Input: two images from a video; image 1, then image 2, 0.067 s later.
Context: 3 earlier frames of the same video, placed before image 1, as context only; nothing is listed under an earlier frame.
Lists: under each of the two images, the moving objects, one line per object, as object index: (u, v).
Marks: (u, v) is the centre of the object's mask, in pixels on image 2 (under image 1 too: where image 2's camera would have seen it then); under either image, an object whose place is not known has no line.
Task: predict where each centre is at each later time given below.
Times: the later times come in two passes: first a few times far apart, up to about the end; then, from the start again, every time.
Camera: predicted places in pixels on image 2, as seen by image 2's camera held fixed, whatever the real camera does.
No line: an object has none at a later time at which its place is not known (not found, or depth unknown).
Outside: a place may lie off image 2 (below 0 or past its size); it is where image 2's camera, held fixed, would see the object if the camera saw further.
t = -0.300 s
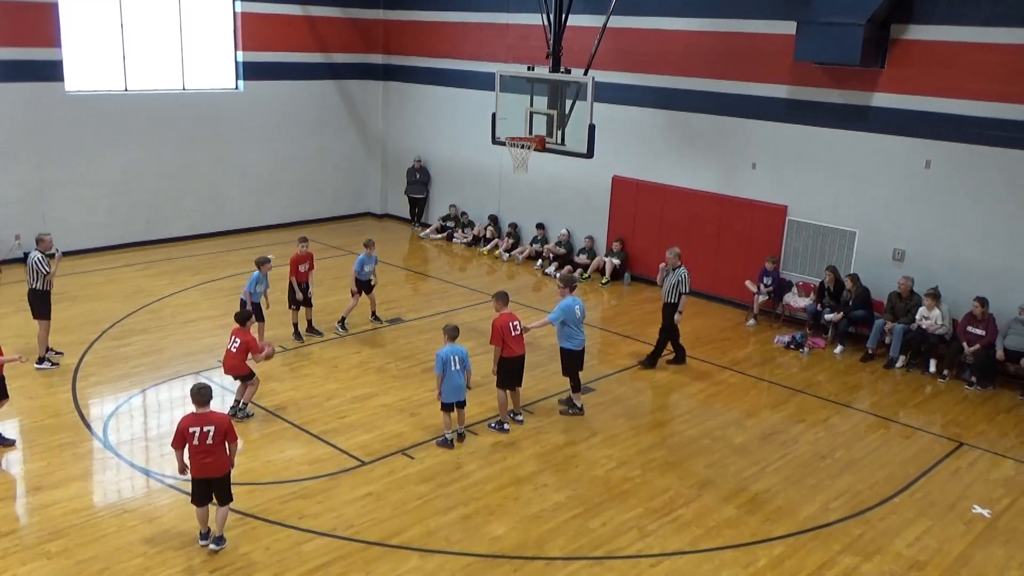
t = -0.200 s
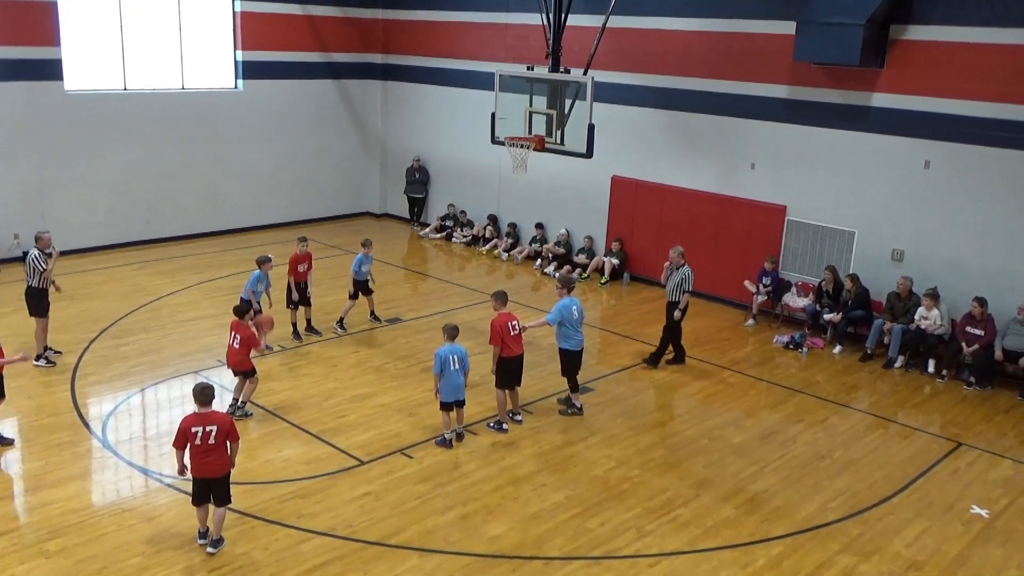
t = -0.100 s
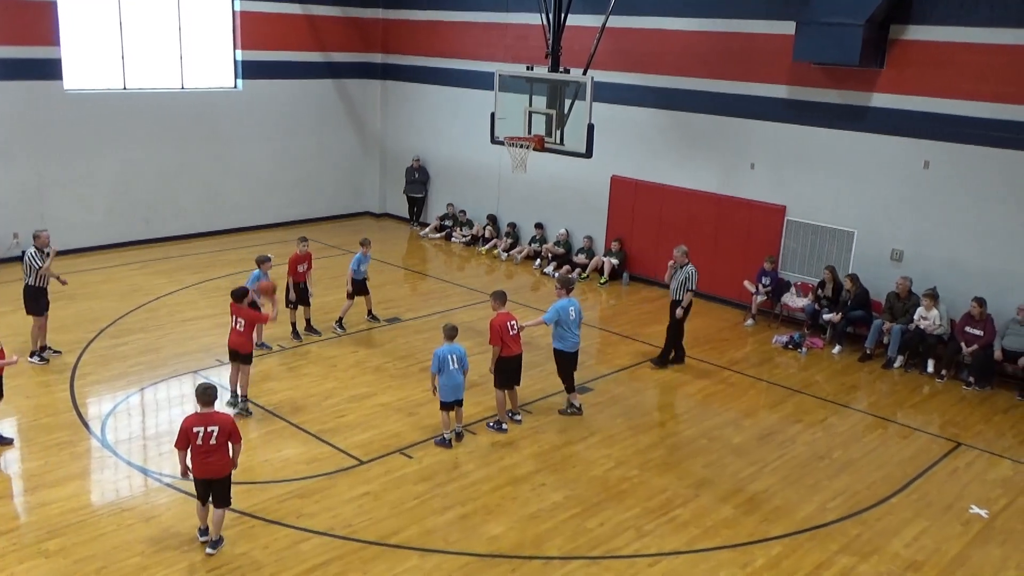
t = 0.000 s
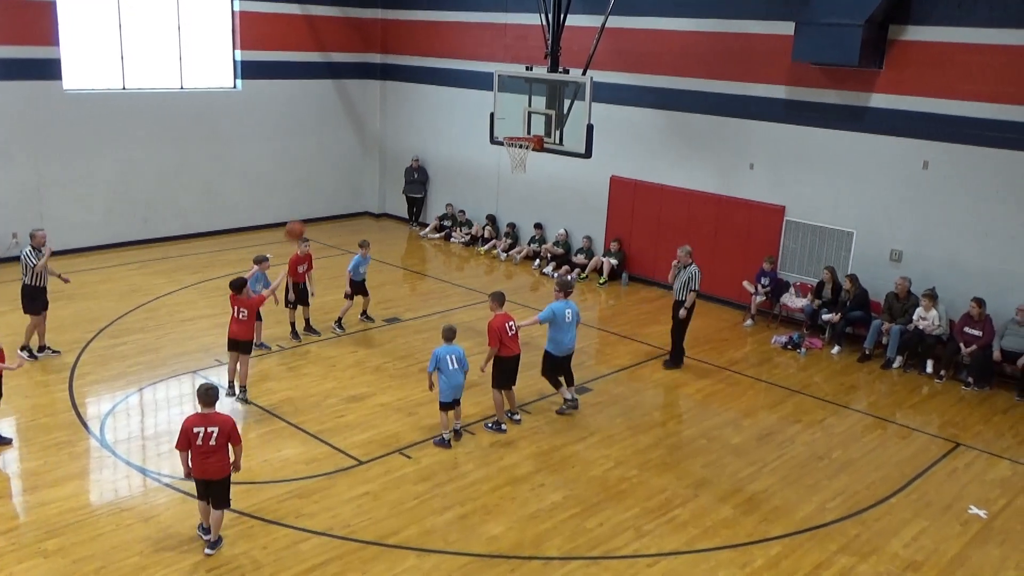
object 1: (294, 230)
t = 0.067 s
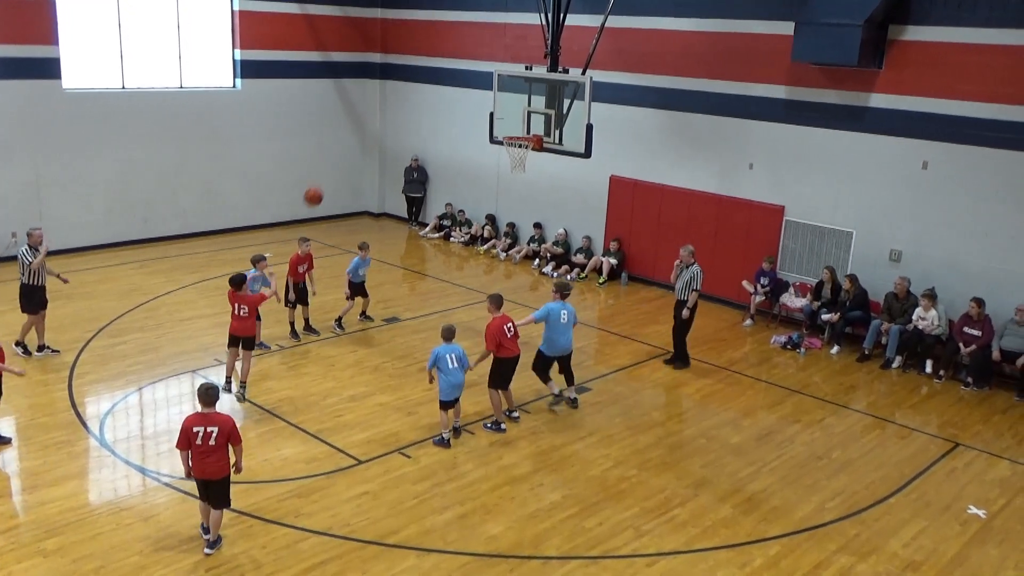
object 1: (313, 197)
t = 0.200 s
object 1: (351, 140)
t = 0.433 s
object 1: (412, 82)
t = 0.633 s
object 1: (458, 68)
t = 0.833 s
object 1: (501, 85)
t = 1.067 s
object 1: (528, 130)
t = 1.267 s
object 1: (497, 117)
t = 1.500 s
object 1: (467, 113)
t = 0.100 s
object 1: (323, 181)
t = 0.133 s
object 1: (333, 166)
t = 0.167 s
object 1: (342, 153)
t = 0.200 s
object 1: (351, 140)
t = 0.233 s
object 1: (360, 130)
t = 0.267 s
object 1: (369, 119)
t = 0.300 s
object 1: (378, 110)
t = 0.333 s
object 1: (386, 102)
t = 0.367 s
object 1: (395, 94)
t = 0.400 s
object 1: (404, 87)
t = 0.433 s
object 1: (412, 82)
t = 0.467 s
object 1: (420, 77)
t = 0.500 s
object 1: (428, 74)
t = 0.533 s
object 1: (436, 72)
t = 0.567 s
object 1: (443, 70)
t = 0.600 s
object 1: (451, 68)
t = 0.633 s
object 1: (458, 68)
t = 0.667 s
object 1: (466, 69)
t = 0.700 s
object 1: (473, 71)
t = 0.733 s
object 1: (480, 73)
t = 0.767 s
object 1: (487, 76)
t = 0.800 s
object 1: (494, 81)
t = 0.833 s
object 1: (501, 85)
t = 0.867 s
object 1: (508, 91)
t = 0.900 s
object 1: (513, 97)
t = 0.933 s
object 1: (519, 104)
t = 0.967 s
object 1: (525, 111)
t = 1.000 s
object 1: (531, 119)
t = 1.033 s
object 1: (533, 127)
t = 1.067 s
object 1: (528, 130)
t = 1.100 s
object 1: (520, 130)
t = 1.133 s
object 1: (514, 131)
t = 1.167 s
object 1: (509, 130)
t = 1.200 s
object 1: (505, 126)
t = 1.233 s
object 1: (501, 121)
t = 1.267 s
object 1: (497, 117)
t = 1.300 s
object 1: (493, 114)
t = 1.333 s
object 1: (489, 112)
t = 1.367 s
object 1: (485, 111)
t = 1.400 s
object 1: (480, 110)
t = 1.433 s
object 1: (476, 110)
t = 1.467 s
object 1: (471, 111)
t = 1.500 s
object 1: (467, 113)
